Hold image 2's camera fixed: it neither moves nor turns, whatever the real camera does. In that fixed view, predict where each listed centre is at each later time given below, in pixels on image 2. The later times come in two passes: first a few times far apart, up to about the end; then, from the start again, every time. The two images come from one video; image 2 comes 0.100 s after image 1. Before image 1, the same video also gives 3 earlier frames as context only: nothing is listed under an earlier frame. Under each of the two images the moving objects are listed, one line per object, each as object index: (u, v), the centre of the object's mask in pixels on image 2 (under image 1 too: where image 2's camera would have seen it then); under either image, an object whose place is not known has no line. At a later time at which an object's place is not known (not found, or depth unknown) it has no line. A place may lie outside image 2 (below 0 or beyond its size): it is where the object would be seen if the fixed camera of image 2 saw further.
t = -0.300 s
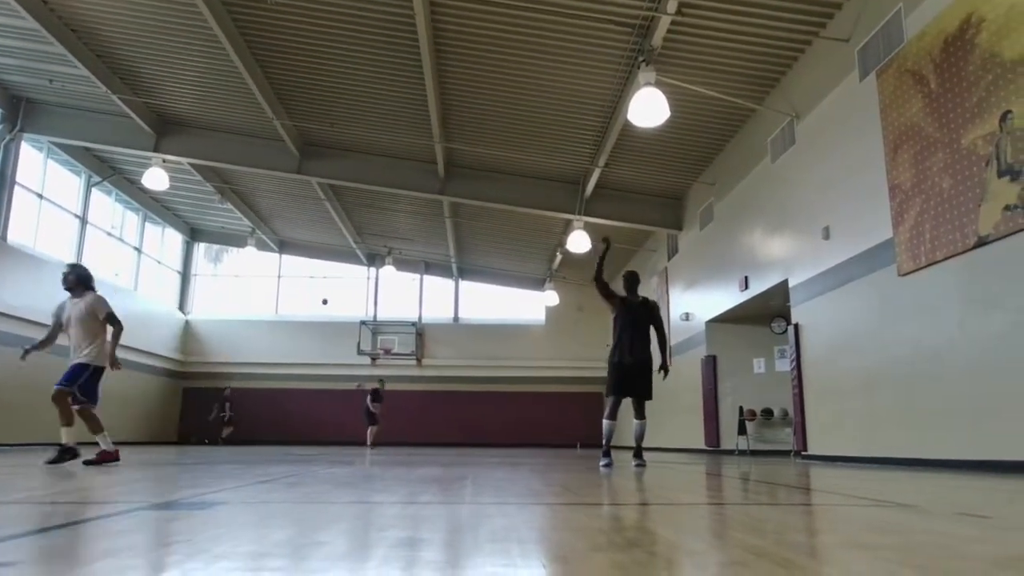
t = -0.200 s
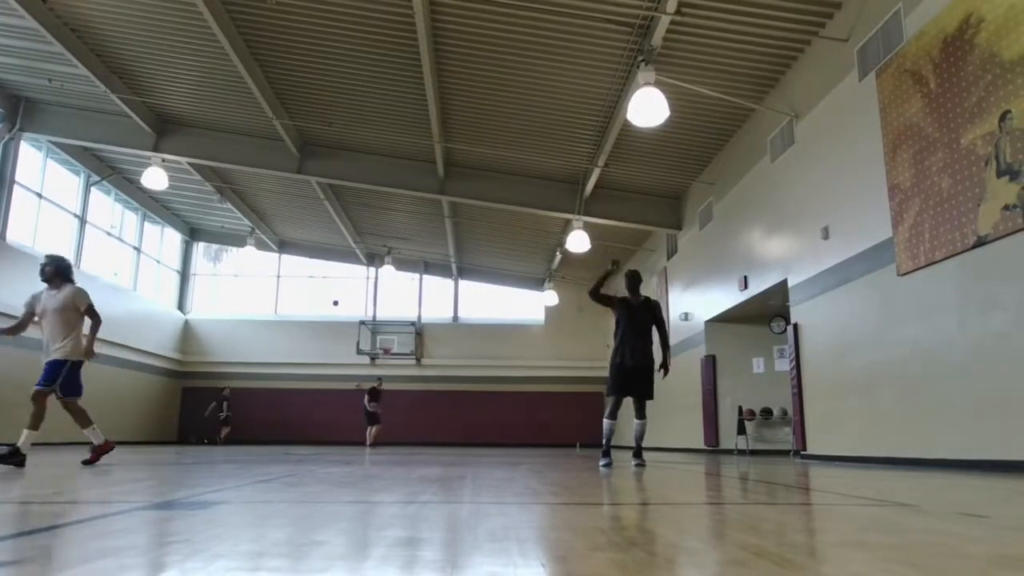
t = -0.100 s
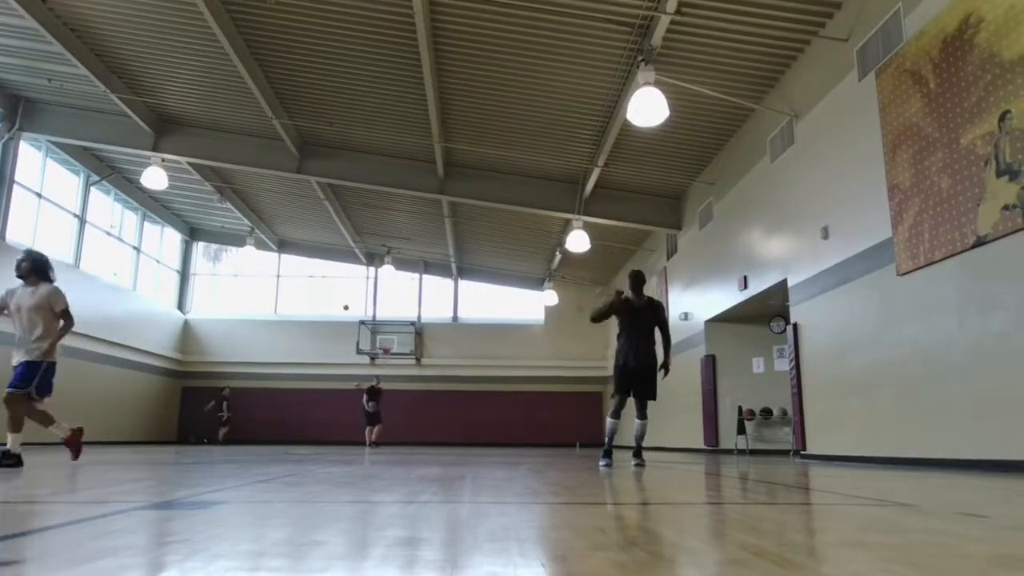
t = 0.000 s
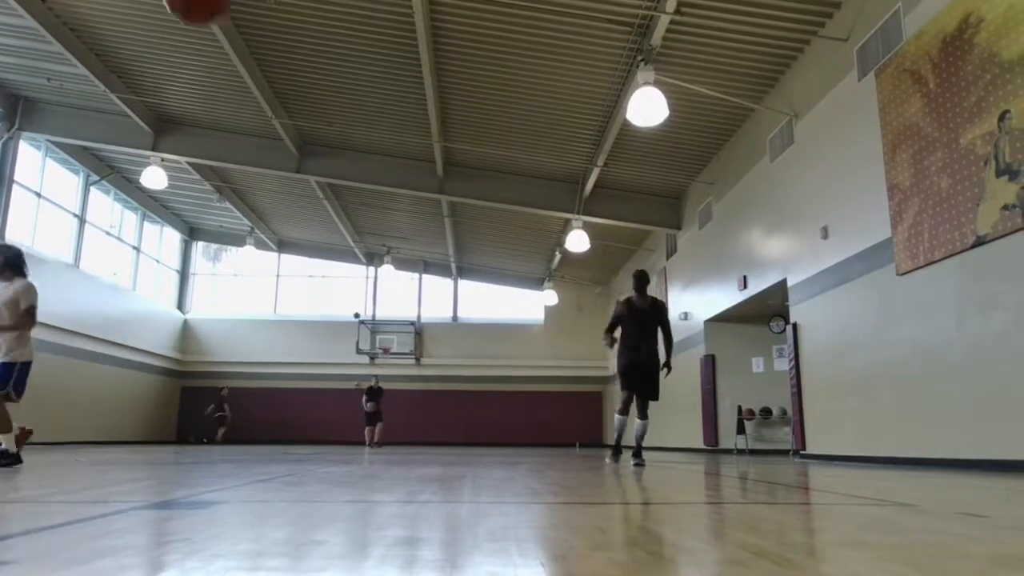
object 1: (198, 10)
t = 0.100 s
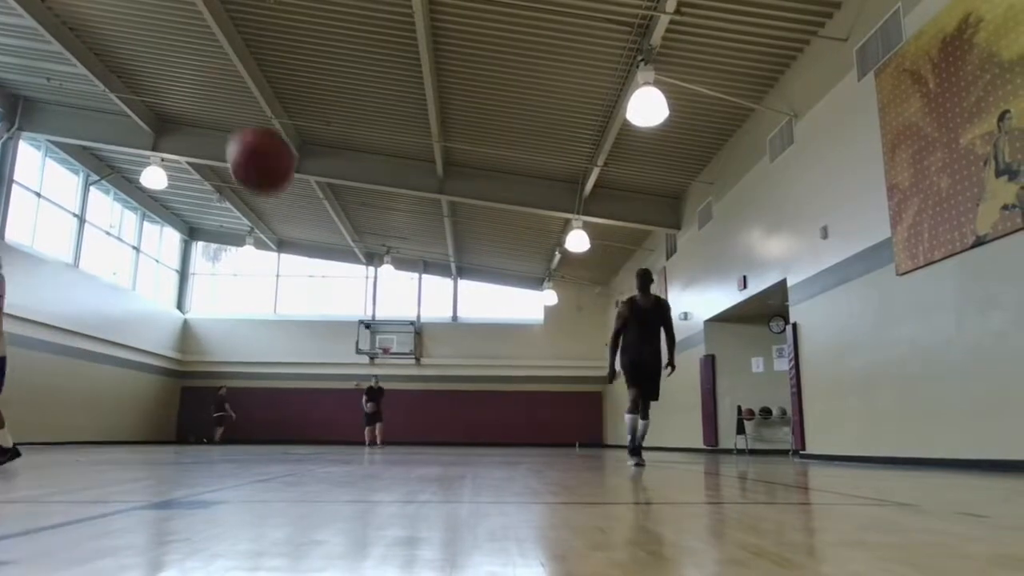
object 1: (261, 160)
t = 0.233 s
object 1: (343, 435)
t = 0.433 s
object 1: (426, 266)
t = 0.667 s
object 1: (499, 126)
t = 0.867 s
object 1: (558, 100)
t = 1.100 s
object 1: (626, 175)
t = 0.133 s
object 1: (282, 222)
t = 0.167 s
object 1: (304, 291)
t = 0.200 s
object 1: (325, 362)
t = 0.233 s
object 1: (343, 435)
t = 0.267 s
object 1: (362, 455)
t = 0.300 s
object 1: (373, 412)
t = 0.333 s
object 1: (389, 372)
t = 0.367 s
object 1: (402, 335)
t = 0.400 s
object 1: (413, 299)
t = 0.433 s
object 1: (426, 266)
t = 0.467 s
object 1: (437, 239)
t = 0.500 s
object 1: (447, 213)
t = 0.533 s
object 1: (458, 191)
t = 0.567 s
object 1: (468, 170)
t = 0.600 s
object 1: (478, 153)
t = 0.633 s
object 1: (489, 139)
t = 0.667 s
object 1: (499, 126)
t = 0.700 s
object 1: (510, 115)
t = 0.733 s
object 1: (519, 107)
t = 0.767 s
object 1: (529, 102)
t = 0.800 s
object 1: (539, 99)
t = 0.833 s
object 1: (548, 99)
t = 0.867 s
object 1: (558, 100)
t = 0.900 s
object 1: (568, 102)
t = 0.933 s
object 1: (577, 109)
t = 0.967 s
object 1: (587, 116)
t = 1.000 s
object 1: (597, 128)
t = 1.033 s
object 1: (607, 142)
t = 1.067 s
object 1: (616, 155)
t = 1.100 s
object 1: (626, 175)
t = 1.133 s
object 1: (636, 195)
